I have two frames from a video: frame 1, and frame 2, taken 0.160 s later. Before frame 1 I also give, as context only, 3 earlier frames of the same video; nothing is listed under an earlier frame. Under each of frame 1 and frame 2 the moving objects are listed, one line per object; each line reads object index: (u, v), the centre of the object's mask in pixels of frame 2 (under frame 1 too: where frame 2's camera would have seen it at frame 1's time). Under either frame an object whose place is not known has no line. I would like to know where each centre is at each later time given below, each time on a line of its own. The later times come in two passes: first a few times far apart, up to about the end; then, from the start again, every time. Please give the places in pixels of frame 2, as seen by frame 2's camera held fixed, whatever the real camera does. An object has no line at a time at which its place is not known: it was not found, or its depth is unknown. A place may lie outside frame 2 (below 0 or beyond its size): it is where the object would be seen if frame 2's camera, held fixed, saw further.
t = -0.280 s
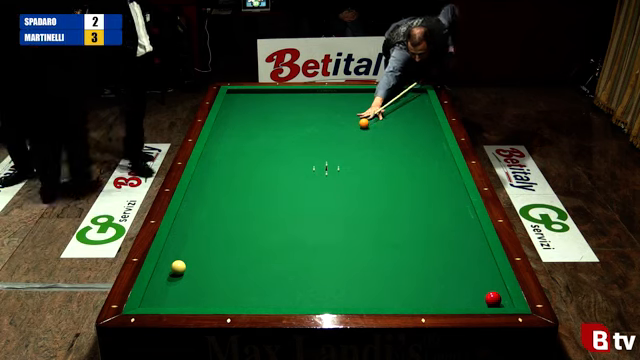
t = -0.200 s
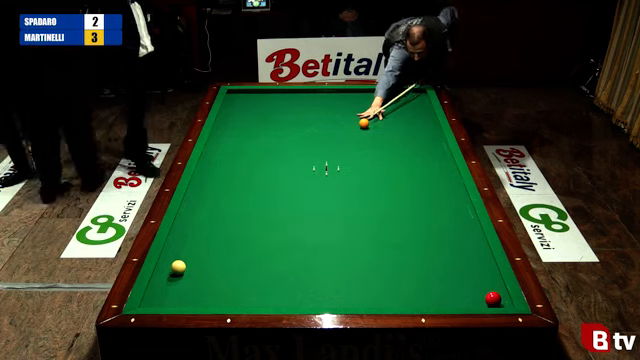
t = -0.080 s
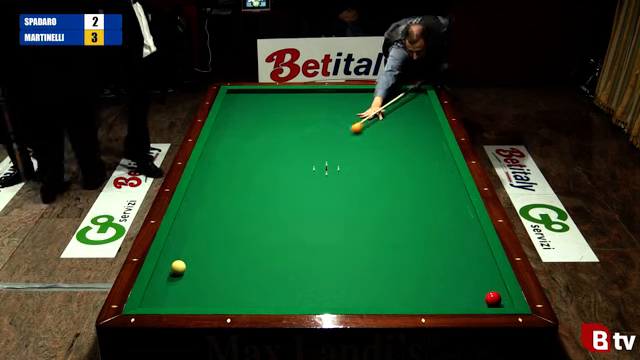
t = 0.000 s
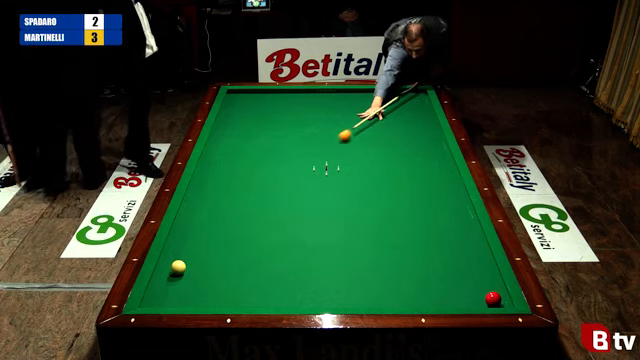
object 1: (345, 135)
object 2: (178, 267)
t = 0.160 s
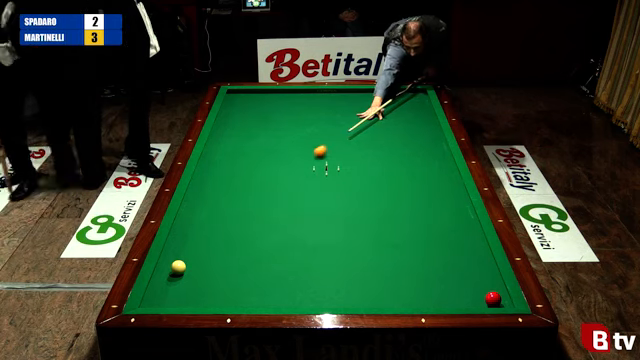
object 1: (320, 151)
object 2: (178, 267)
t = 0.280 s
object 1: (300, 165)
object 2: (178, 267)
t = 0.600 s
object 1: (238, 205)
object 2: (178, 267)
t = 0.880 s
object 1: (171, 248)
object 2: (178, 267)
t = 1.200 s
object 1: (181, 264)
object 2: (191, 299)
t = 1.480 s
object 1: (182, 273)
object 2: (208, 288)
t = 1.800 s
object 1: (183, 283)
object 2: (227, 269)
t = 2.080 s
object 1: (184, 291)
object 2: (241, 254)
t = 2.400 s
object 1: (185, 300)
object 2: (256, 239)
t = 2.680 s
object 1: (188, 301)
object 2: (268, 227)
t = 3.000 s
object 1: (192, 298)
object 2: (280, 214)
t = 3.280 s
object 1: (195, 293)
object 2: (290, 204)
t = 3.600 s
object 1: (198, 289)
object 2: (300, 194)
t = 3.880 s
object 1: (200, 286)
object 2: (309, 186)
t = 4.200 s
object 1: (202, 284)
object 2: (318, 177)
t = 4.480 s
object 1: (204, 282)
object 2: (325, 170)
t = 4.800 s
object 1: (205, 280)
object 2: (331, 163)
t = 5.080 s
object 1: (205, 279)
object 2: (338, 157)
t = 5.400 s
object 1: (206, 279)
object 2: (344, 151)
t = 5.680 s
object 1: (206, 278)
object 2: (350, 146)
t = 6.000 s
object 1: (206, 278)
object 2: (355, 140)
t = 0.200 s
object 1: (313, 155)
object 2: (178, 267)
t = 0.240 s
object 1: (307, 160)
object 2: (178, 267)
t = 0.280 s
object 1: (300, 165)
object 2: (178, 267)
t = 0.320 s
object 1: (293, 169)
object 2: (178, 267)
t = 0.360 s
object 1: (286, 174)
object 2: (178, 267)
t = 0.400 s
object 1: (278, 178)
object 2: (178, 267)
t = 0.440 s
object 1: (270, 184)
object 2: (178, 267)
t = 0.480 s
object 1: (263, 189)
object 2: (178, 267)
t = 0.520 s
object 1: (255, 194)
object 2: (178, 267)
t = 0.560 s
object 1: (246, 199)
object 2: (178, 267)
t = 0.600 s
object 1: (238, 205)
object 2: (178, 267)
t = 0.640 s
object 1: (229, 210)
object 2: (178, 267)
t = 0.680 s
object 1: (220, 216)
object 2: (178, 267)
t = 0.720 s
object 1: (211, 222)
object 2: (178, 267)
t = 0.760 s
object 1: (201, 228)
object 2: (178, 267)
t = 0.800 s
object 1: (191, 235)
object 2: (178, 267)
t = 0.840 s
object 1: (181, 242)
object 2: (178, 267)
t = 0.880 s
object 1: (171, 248)
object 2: (178, 267)
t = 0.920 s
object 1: (170, 254)
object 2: (178, 267)
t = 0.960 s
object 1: (174, 257)
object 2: (179, 267)
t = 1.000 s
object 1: (177, 259)
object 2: (180, 272)
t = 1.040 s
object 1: (179, 260)
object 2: (183, 278)
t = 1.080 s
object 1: (180, 261)
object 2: (185, 284)
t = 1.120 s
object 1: (181, 262)
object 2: (187, 290)
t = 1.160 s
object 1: (181, 263)
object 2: (189, 295)
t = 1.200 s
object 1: (181, 264)
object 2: (191, 299)
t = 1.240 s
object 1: (181, 265)
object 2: (192, 302)
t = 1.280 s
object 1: (181, 267)
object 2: (196, 300)
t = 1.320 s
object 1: (182, 268)
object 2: (198, 298)
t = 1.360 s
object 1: (182, 269)
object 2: (201, 295)
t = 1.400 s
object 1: (182, 270)
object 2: (203, 293)
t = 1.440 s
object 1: (182, 272)
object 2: (206, 290)
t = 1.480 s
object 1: (182, 273)
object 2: (208, 288)
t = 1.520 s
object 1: (182, 274)
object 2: (211, 285)
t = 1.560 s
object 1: (182, 275)
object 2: (213, 283)
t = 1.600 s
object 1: (182, 277)
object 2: (215, 280)
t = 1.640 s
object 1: (183, 278)
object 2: (218, 278)
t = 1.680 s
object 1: (183, 279)
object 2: (220, 276)
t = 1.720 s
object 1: (183, 280)
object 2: (222, 273)
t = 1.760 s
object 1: (183, 282)
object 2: (224, 271)
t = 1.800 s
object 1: (183, 283)
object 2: (227, 269)
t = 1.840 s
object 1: (183, 284)
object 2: (229, 267)
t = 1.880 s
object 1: (183, 285)
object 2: (231, 265)
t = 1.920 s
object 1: (184, 287)
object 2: (233, 263)
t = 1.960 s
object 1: (184, 288)
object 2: (235, 261)
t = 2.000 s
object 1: (184, 289)
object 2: (237, 258)
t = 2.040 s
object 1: (184, 290)
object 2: (239, 256)
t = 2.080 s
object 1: (184, 291)
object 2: (241, 254)
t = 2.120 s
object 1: (184, 293)
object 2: (243, 252)
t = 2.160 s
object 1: (184, 294)
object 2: (245, 250)
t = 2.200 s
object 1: (184, 295)
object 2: (247, 248)
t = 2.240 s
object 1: (185, 296)
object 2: (249, 246)
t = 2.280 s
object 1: (185, 297)
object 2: (251, 245)
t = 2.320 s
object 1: (185, 298)
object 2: (253, 243)
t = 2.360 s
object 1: (185, 299)
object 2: (254, 241)
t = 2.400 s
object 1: (185, 300)
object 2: (256, 239)
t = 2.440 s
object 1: (185, 301)
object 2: (258, 237)
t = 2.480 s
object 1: (185, 302)
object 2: (260, 235)
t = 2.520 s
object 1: (186, 302)
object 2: (261, 234)
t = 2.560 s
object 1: (187, 302)
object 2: (263, 232)
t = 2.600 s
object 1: (187, 301)
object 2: (265, 230)
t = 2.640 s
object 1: (188, 301)
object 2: (266, 228)
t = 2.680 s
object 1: (188, 301)
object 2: (268, 227)
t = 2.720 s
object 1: (189, 300)
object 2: (269, 225)
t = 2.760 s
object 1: (189, 300)
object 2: (271, 224)
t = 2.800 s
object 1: (190, 299)
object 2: (273, 222)
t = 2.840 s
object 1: (190, 299)
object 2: (274, 221)
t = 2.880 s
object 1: (190, 299)
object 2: (276, 219)
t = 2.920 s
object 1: (191, 298)
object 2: (277, 217)
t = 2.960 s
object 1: (191, 298)
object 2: (279, 216)
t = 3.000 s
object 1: (192, 298)
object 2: (280, 214)
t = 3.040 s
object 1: (192, 297)
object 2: (282, 213)
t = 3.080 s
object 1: (193, 296)
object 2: (283, 212)
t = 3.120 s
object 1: (193, 296)
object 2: (285, 210)
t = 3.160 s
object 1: (194, 295)
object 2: (286, 209)
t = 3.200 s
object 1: (194, 294)
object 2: (287, 207)
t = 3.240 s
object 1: (195, 294)
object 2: (289, 206)
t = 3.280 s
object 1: (195, 293)
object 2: (290, 204)
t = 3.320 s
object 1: (195, 293)
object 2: (291, 203)
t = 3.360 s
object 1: (196, 292)
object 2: (293, 202)
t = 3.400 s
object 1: (196, 291)
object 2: (294, 200)
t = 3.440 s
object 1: (197, 291)
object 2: (295, 199)
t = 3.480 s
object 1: (197, 291)
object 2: (297, 198)
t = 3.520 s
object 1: (197, 290)
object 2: (298, 197)
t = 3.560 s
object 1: (198, 290)
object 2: (299, 195)
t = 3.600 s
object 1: (198, 289)
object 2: (300, 194)
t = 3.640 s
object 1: (198, 289)
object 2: (302, 193)
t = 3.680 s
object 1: (199, 288)
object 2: (303, 192)
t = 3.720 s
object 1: (199, 288)
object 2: (304, 190)
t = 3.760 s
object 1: (199, 287)
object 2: (305, 189)
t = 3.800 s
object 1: (200, 287)
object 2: (306, 188)
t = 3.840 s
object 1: (200, 287)
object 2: (308, 187)
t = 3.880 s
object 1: (200, 286)
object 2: (309, 186)
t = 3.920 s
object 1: (201, 286)
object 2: (310, 185)
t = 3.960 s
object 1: (201, 285)
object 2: (311, 184)
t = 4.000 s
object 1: (201, 285)
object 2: (312, 182)
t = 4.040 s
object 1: (201, 285)
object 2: (313, 181)
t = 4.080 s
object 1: (201, 285)
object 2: (314, 180)
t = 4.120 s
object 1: (202, 284)
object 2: (315, 179)
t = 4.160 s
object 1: (202, 284)
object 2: (316, 178)
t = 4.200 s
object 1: (202, 284)
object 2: (318, 177)
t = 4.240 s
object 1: (202, 283)
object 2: (318, 176)
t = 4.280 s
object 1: (203, 283)
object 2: (320, 175)
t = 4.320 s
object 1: (203, 283)
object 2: (321, 174)
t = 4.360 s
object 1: (203, 283)
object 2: (322, 173)
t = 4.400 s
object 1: (203, 282)
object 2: (323, 172)
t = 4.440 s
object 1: (203, 282)
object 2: (324, 171)
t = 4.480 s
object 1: (204, 282)
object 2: (325, 170)
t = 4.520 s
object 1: (204, 281)
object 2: (326, 169)
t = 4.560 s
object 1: (204, 281)
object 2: (326, 168)
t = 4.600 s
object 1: (204, 281)
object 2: (327, 167)
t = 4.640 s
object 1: (204, 281)
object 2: (328, 166)
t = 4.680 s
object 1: (204, 281)
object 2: (329, 165)
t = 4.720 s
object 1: (204, 281)
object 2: (330, 164)
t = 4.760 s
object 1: (205, 280)
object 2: (331, 163)
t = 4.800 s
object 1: (205, 280)
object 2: (331, 163)
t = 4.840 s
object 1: (205, 280)
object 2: (332, 162)
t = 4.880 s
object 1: (205, 280)
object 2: (333, 161)
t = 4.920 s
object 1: (205, 280)
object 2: (335, 160)
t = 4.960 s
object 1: (205, 280)
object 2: (335, 159)
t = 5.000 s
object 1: (205, 279)
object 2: (336, 159)
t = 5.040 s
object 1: (205, 279)
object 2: (337, 158)
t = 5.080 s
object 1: (205, 279)
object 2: (338, 157)
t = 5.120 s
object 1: (205, 279)
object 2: (339, 156)
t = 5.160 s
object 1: (206, 279)
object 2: (340, 155)
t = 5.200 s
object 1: (206, 279)
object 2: (340, 155)
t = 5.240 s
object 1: (206, 279)
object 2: (341, 154)
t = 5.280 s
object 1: (206, 279)
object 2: (342, 153)
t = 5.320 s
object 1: (206, 279)
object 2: (343, 152)
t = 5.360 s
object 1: (206, 279)
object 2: (344, 152)
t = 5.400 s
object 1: (206, 279)
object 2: (344, 151)
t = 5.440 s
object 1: (206, 279)
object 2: (345, 150)
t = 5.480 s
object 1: (206, 279)
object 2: (346, 149)
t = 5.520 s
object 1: (206, 279)
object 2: (347, 148)
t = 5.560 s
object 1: (206, 279)
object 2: (347, 148)
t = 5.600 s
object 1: (206, 278)
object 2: (348, 147)
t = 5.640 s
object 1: (206, 278)
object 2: (349, 146)
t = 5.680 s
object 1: (206, 278)
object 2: (350, 146)
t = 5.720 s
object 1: (206, 278)
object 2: (350, 145)
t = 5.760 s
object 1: (206, 278)
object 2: (351, 144)
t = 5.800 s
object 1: (206, 278)
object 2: (352, 144)
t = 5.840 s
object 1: (206, 278)
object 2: (352, 143)
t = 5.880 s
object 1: (206, 278)
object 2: (353, 142)
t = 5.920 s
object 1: (206, 278)
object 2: (354, 142)
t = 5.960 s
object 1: (206, 278)
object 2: (354, 141)
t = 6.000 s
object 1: (206, 278)
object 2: (355, 140)
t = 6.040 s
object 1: (206, 278)
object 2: (356, 140)
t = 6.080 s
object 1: (206, 278)
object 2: (357, 139)
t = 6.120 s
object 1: (206, 278)
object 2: (357, 139)
